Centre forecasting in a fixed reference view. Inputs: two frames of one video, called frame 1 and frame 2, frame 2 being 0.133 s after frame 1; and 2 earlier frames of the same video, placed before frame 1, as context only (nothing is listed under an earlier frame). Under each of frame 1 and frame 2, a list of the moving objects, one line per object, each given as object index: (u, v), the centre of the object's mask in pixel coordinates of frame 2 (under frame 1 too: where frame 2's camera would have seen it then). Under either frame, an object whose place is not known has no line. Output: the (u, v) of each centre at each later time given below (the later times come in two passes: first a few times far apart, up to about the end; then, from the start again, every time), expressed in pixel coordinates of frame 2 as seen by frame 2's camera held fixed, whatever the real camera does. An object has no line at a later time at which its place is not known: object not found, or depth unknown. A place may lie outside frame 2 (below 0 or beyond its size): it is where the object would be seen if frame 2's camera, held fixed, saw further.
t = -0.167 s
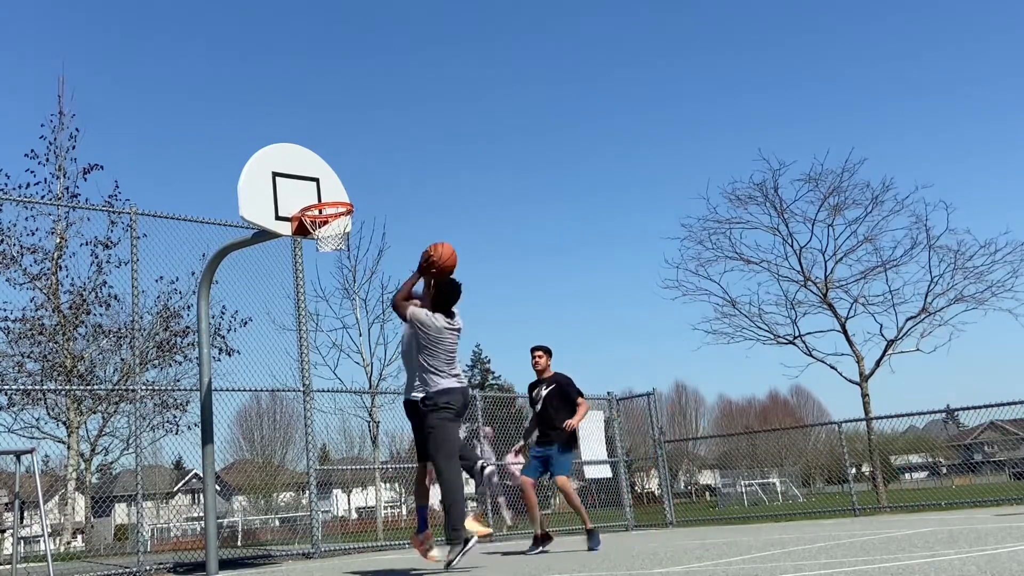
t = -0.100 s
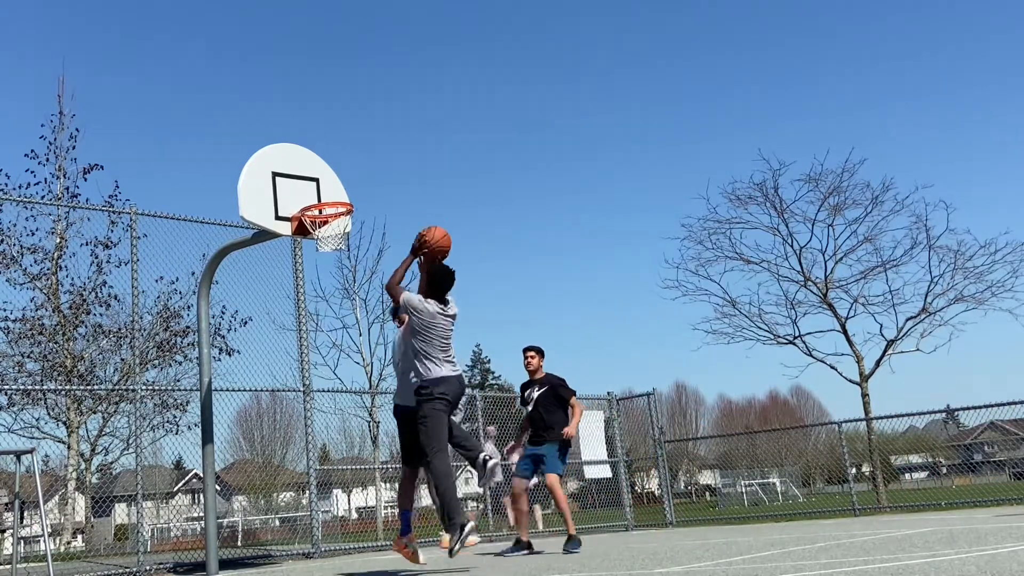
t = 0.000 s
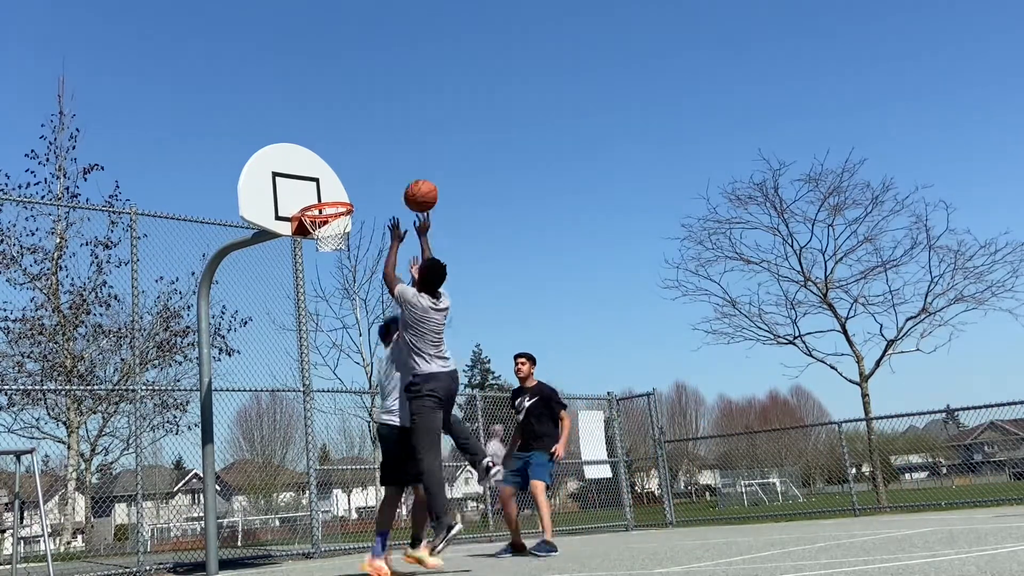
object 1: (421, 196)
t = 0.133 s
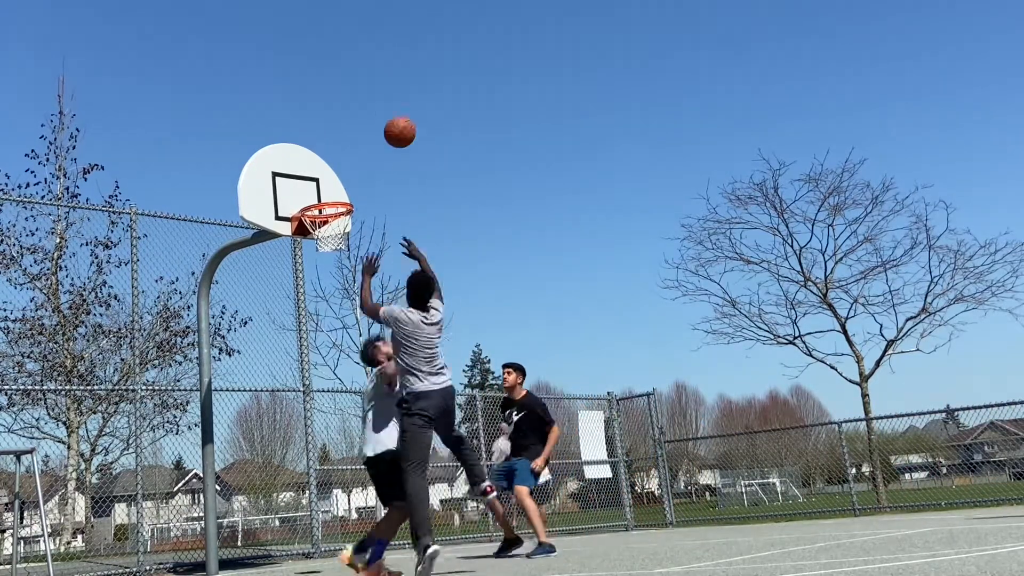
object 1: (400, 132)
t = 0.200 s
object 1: (391, 111)
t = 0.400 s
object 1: (370, 83)
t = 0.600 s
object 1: (355, 101)
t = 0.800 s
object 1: (345, 158)
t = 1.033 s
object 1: (299, 194)
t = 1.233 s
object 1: (291, 193)
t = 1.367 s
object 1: (291, 213)
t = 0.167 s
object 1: (395, 121)
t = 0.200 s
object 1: (391, 111)
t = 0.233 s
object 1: (387, 103)
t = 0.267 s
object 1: (383, 96)
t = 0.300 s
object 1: (379, 91)
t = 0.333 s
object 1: (376, 87)
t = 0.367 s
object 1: (373, 85)
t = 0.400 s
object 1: (370, 83)
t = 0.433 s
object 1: (367, 83)
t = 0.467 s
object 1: (364, 84)
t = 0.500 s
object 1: (362, 87)
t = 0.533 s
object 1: (359, 90)
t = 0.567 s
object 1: (357, 95)
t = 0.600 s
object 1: (355, 101)
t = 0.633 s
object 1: (353, 108)
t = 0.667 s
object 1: (351, 116)
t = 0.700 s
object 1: (350, 125)
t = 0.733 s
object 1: (348, 135)
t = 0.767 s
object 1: (347, 146)
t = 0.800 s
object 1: (345, 158)
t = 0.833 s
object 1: (344, 171)
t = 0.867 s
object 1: (343, 185)
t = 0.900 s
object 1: (343, 196)
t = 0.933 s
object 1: (332, 194)
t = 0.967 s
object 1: (320, 194)
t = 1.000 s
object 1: (310, 194)
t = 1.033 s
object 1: (299, 194)
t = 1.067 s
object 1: (291, 195)
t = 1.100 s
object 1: (291, 192)
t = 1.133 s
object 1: (291, 191)
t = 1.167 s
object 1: (291, 190)
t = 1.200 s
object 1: (291, 191)
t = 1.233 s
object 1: (291, 193)
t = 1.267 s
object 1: (291, 196)
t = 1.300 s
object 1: (291, 201)
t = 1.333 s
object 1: (291, 207)
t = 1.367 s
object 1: (291, 213)
